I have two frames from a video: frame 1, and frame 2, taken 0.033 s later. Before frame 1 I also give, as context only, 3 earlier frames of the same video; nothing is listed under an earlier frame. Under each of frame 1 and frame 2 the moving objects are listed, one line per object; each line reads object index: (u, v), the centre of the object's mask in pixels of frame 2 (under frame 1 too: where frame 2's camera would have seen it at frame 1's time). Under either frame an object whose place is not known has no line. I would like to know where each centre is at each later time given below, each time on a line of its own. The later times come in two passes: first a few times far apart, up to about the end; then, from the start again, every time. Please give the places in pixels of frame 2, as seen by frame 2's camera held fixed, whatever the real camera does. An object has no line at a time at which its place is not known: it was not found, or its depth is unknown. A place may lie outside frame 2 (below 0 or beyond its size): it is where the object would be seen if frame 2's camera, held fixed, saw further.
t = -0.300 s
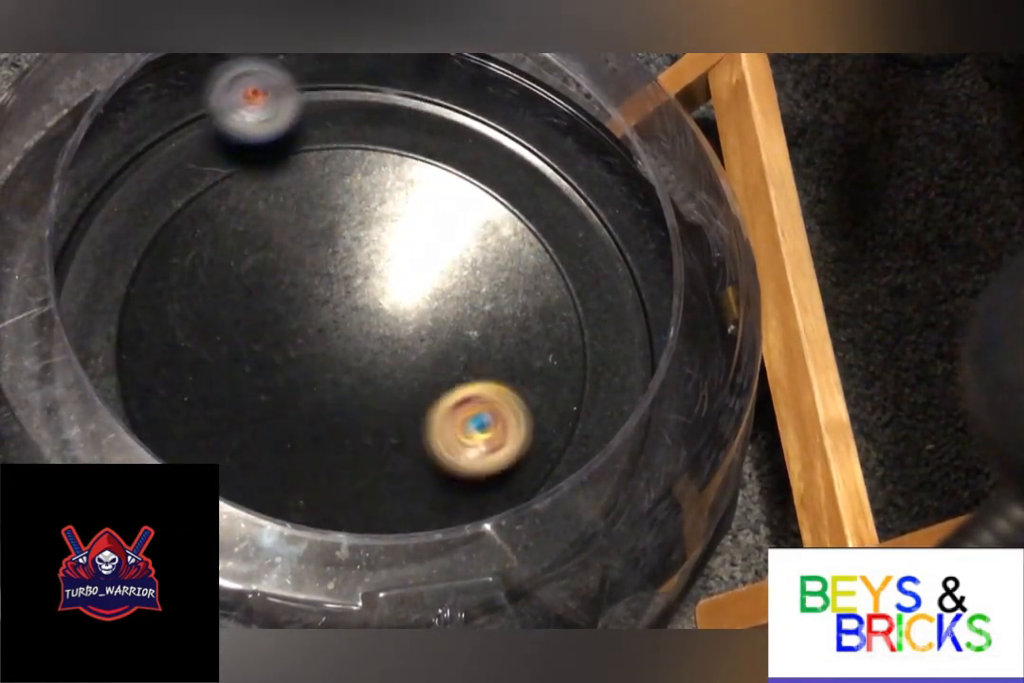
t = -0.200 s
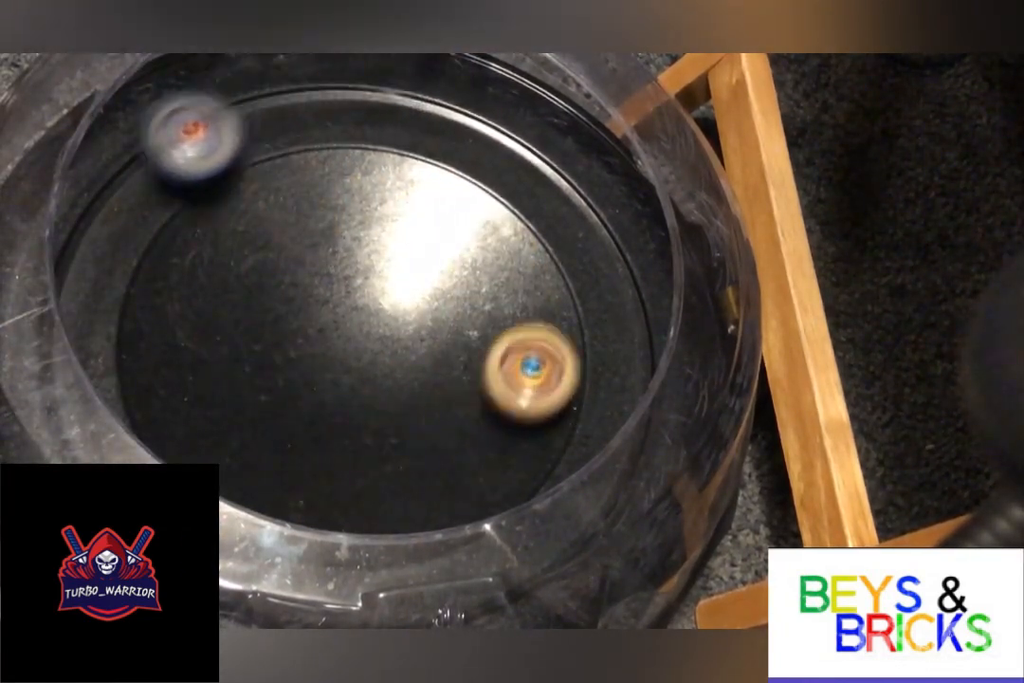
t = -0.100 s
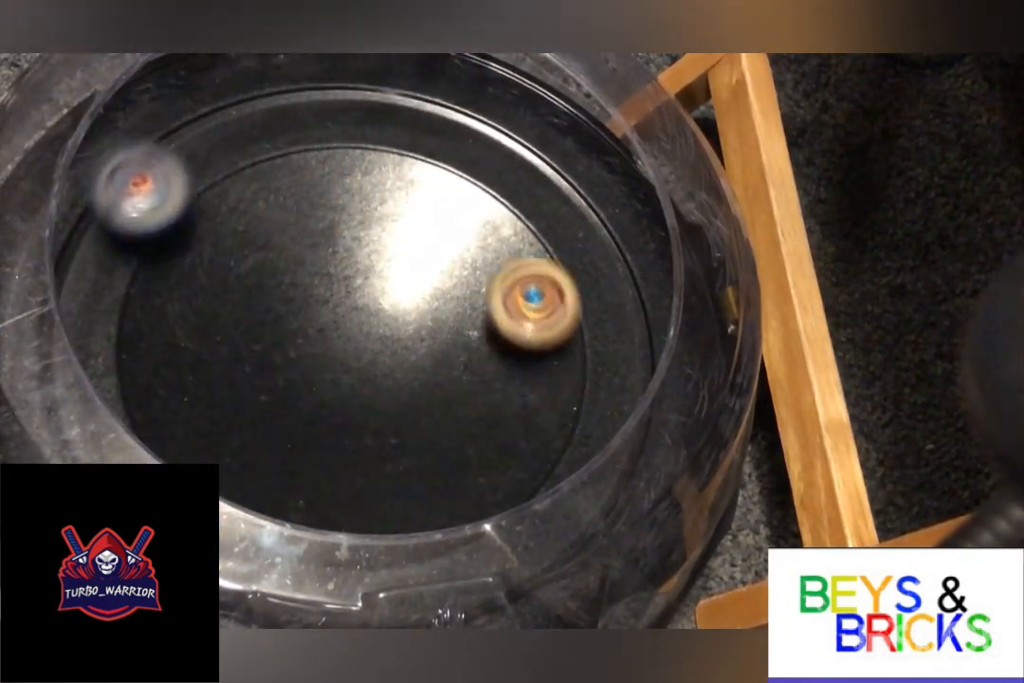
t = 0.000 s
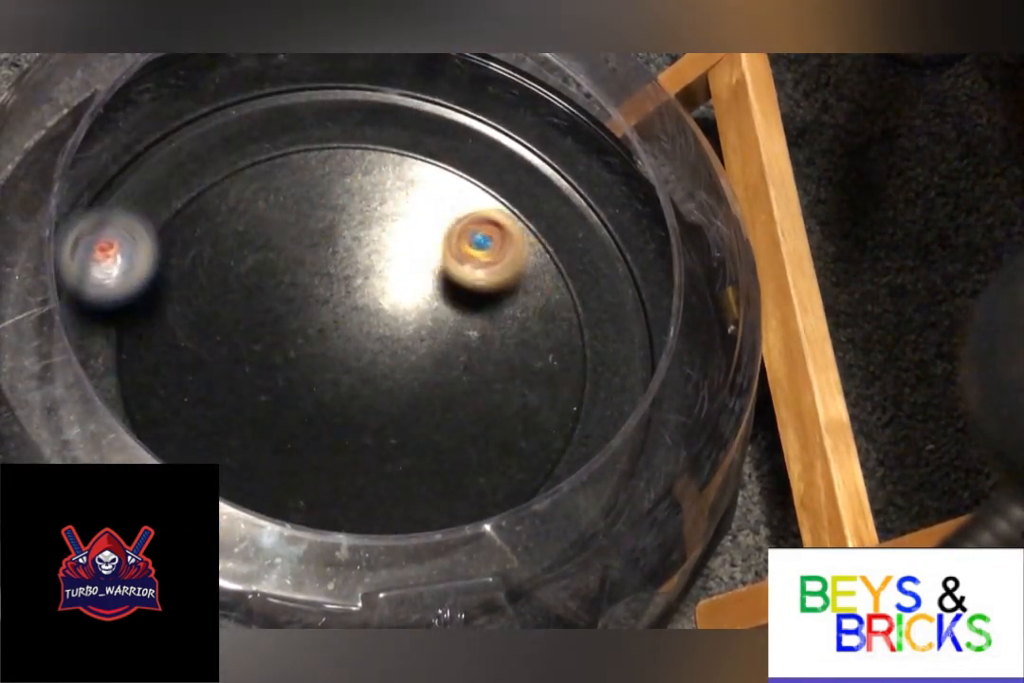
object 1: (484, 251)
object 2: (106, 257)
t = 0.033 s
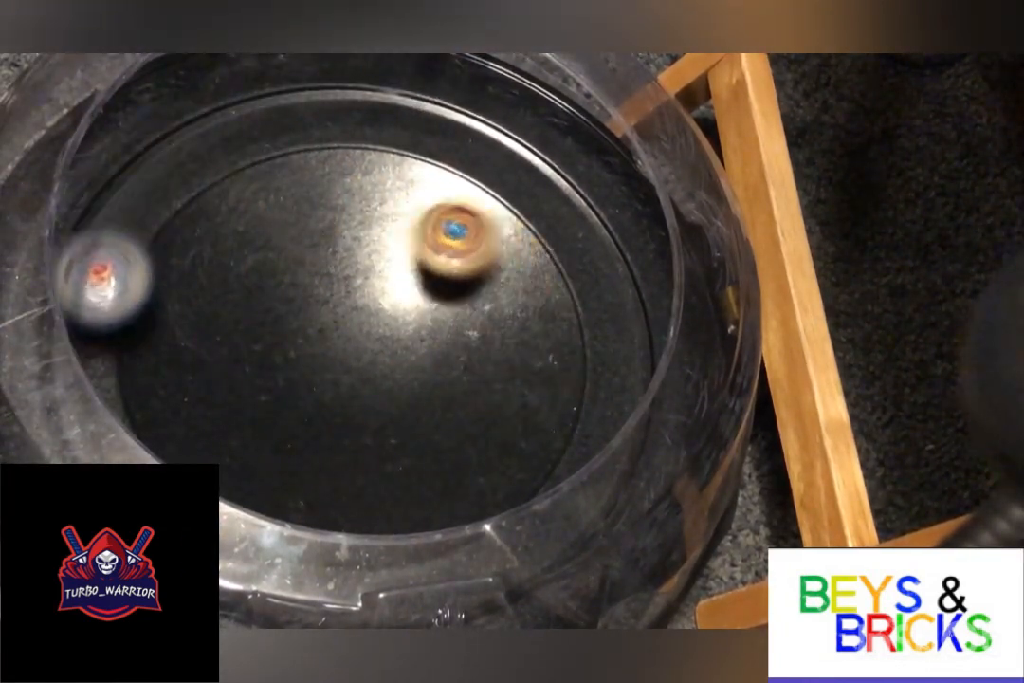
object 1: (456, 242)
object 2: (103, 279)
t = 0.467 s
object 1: (287, 465)
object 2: (260, 556)
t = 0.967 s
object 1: (372, 237)
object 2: (496, 540)
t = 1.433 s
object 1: (348, 446)
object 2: (391, 220)
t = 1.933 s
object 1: (284, 248)
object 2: (125, 388)
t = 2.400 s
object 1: (451, 330)
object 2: (544, 373)
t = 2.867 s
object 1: (290, 338)
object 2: (190, 231)
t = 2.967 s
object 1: (318, 389)
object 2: (162, 350)
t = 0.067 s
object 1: (422, 230)
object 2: (102, 302)
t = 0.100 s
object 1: (389, 229)
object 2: (99, 324)
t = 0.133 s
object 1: (358, 232)
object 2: (101, 348)
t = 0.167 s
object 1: (330, 239)
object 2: (104, 372)
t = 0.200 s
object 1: (303, 253)
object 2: (112, 396)
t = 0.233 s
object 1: (279, 272)
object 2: (125, 417)
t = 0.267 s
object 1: (259, 297)
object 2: (141, 432)
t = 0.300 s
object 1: (246, 328)
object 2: (167, 440)
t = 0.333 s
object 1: (238, 360)
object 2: (184, 456)
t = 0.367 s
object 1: (239, 390)
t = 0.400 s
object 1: (249, 420)
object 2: (234, 519)
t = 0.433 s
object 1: (266, 445)
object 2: (246, 539)
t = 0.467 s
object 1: (287, 465)
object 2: (260, 556)
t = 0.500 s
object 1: (312, 478)
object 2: (281, 576)
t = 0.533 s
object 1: (342, 479)
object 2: (298, 587)
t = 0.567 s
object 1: (373, 475)
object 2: (309, 594)
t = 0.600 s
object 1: (404, 466)
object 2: (329, 596)
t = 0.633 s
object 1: (432, 451)
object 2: (351, 592)
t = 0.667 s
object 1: (457, 432)
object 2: (384, 592)
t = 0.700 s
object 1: (476, 410)
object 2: (403, 587)
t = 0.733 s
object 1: (487, 385)
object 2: (418, 581)
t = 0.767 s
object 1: (490, 358)
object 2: (433, 576)
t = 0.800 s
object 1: (487, 333)
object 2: (446, 570)
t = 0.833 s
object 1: (476, 306)
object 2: (458, 563)
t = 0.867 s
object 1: (461, 285)
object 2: (469, 559)
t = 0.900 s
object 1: (437, 265)
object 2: (478, 553)
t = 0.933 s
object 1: (402, 247)
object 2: (489, 547)
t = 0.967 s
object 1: (372, 237)
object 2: (496, 540)
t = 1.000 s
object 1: (341, 234)
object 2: (504, 532)
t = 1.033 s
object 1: (314, 237)
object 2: (512, 523)
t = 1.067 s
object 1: (287, 245)
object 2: (519, 513)
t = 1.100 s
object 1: (263, 259)
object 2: (525, 501)
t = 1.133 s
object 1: (243, 278)
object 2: (529, 488)
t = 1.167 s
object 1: (228, 300)
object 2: (532, 472)
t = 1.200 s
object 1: (219, 326)
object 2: (530, 448)
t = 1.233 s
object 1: (217, 352)
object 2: (527, 422)
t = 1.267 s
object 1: (224, 379)
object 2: (519, 386)
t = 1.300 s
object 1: (238, 402)
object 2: (509, 353)
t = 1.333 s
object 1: (259, 422)
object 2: (492, 317)
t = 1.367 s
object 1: (285, 437)
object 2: (471, 285)
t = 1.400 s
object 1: (316, 446)
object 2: (436, 253)
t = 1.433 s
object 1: (348, 446)
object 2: (391, 220)
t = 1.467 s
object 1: (379, 441)
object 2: (356, 198)
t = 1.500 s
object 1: (407, 428)
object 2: (322, 185)
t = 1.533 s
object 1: (430, 411)
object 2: (282, 179)
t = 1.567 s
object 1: (448, 388)
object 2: (242, 179)
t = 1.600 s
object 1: (457, 364)
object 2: (202, 187)
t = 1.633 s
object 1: (458, 337)
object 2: (170, 204)
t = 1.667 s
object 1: (456, 314)
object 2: (142, 229)
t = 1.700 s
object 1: (446, 290)
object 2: (115, 256)
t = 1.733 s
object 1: (430, 269)
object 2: (97, 277)
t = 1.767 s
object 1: (406, 251)
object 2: (74, 294)
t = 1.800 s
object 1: (380, 239)
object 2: (53, 311)
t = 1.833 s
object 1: (353, 233)
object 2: (53, 330)
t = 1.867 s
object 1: (329, 233)
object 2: (58, 353)
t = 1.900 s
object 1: (305, 237)
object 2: (109, 370)
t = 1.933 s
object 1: (284, 248)
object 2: (125, 388)
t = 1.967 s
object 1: (265, 264)
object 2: (141, 402)
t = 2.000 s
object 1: (252, 285)
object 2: (156, 413)
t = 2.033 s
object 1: (245, 308)
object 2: (174, 423)
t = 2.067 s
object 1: (245, 333)
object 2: (202, 437)
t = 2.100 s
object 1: (254, 359)
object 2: (238, 452)
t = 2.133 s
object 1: (271, 378)
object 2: (273, 466)
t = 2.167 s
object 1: (294, 390)
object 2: (314, 478)
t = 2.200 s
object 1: (324, 398)
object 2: (355, 481)
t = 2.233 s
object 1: (357, 399)
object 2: (398, 476)
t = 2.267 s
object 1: (388, 392)
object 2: (438, 469)
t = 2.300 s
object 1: (414, 380)
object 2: (473, 455)
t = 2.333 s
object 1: (432, 365)
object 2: (504, 433)
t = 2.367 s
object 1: (445, 346)
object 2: (527, 406)
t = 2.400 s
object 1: (451, 330)
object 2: (544, 373)
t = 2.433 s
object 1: (452, 314)
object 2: (551, 340)
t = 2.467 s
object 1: (448, 297)
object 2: (551, 303)
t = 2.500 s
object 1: (441, 280)
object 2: (542, 268)
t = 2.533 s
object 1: (429, 264)
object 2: (524, 234)
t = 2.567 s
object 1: (415, 252)
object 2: (503, 205)
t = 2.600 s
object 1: (397, 244)
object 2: (469, 183)
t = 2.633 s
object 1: (377, 241)
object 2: (431, 165)
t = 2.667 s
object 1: (355, 243)
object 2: (394, 156)
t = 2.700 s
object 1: (336, 250)
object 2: (357, 149)
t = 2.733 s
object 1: (318, 260)
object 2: (318, 149)
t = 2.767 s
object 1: (305, 275)
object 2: (281, 159)
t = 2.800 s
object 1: (293, 295)
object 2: (246, 177)
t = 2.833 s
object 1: (288, 317)
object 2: (213, 203)
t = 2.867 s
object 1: (290, 338)
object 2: (190, 231)
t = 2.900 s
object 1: (294, 357)
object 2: (171, 267)
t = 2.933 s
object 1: (305, 375)
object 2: (162, 307)
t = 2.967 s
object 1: (318, 389)
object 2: (162, 350)
